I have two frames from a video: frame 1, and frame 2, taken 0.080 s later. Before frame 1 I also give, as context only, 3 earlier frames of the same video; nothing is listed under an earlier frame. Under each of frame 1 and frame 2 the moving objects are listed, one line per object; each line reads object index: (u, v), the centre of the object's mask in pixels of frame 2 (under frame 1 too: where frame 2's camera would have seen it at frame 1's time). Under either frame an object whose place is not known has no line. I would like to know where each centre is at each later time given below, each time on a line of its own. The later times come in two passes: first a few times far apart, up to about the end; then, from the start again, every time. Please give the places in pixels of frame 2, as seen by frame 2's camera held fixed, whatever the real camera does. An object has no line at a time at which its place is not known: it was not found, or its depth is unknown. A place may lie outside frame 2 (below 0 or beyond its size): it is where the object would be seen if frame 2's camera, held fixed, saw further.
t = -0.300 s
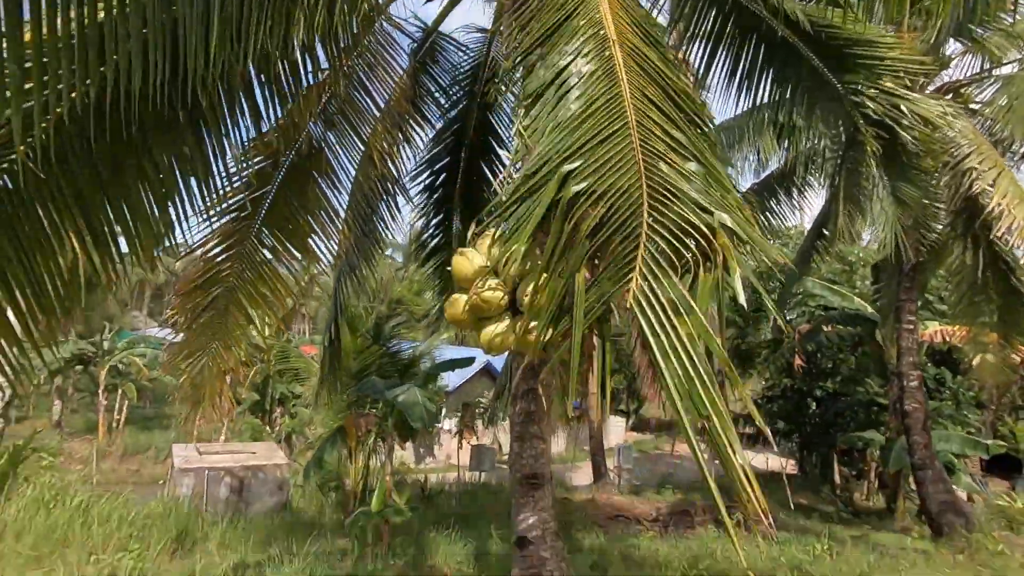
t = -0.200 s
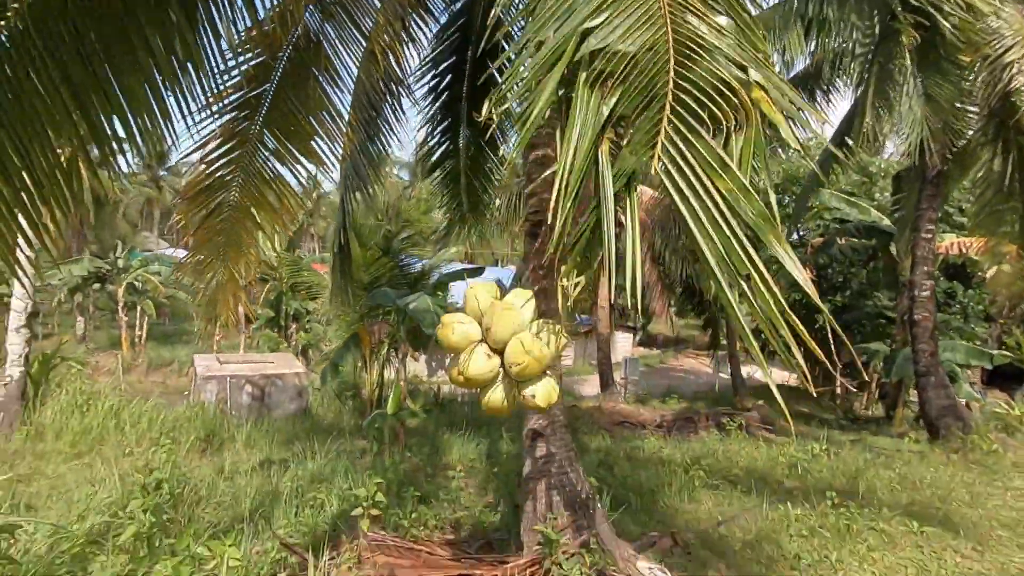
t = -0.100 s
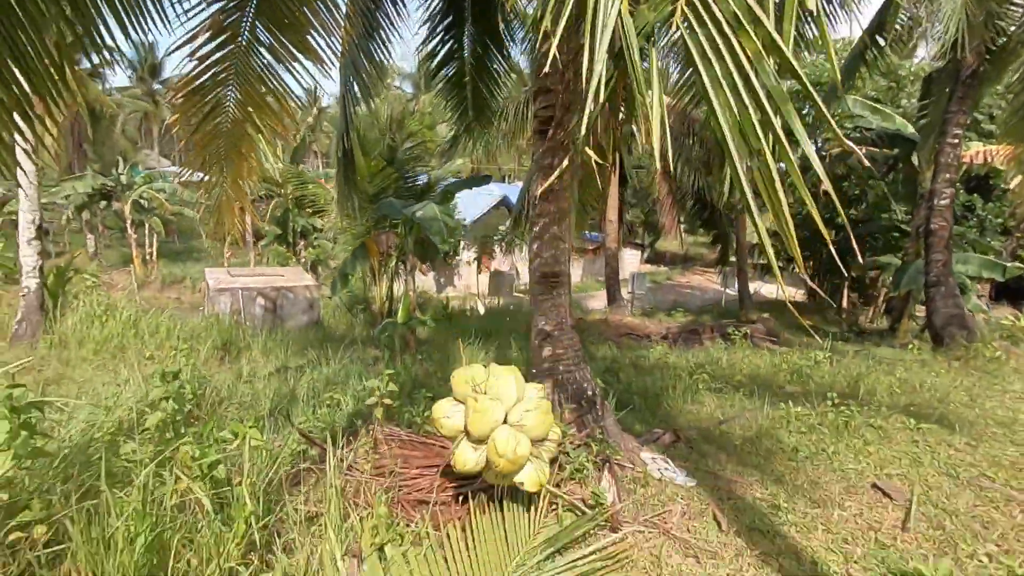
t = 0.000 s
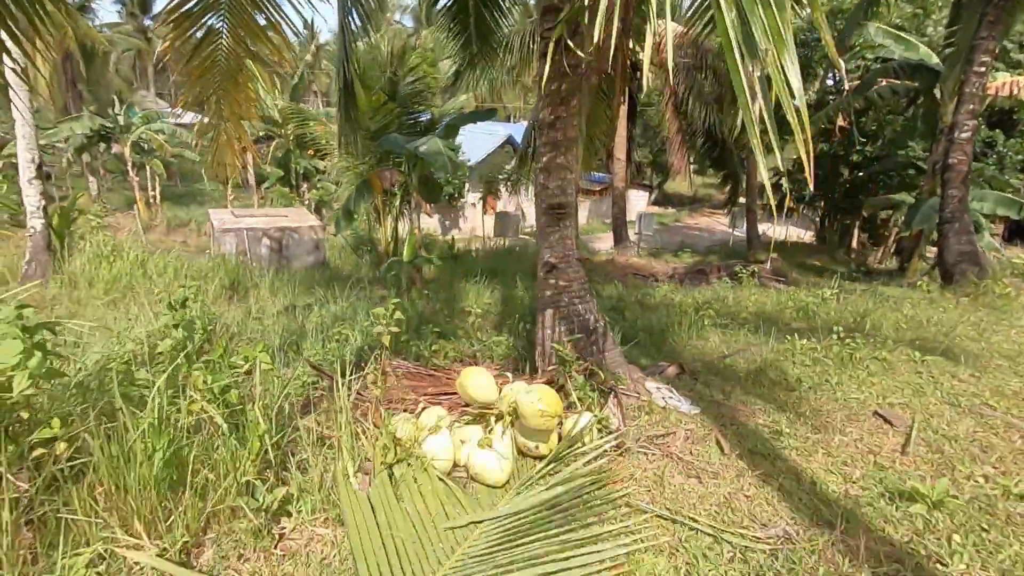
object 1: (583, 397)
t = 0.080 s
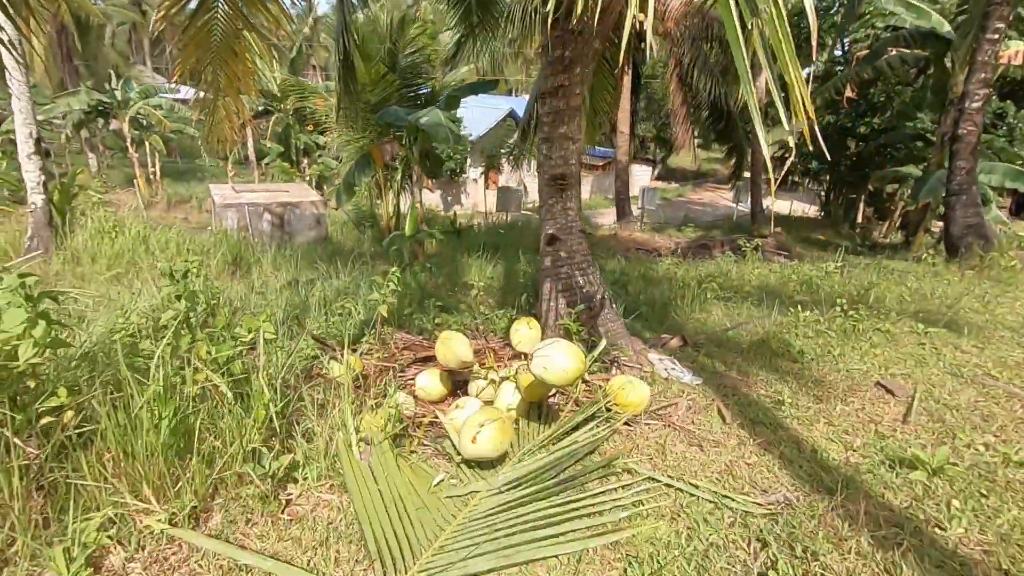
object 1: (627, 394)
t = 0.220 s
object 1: (706, 412)
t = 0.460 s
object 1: (800, 421)
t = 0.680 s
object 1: (883, 420)
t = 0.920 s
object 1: (943, 430)
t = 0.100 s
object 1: (640, 396)
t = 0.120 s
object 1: (651, 397)
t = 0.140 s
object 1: (663, 398)
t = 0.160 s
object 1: (673, 400)
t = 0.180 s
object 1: (684, 403)
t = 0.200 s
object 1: (695, 407)
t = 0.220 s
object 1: (706, 412)
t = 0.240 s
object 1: (715, 413)
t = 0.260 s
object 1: (725, 410)
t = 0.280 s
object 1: (732, 409)
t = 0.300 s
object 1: (739, 408)
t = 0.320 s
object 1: (747, 407)
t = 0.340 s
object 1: (755, 405)
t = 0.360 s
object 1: (762, 406)
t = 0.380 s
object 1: (769, 409)
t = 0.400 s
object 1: (778, 411)
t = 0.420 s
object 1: (786, 415)
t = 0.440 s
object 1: (791, 418)
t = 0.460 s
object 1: (800, 421)
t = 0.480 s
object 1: (809, 421)
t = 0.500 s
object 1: (818, 422)
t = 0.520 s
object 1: (827, 422)
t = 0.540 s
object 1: (835, 423)
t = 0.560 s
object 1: (843, 424)
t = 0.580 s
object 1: (850, 422)
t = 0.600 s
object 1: (856, 421)
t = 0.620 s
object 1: (862, 420)
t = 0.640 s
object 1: (870, 420)
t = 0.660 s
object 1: (876, 420)
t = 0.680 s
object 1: (883, 420)
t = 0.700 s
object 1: (888, 421)
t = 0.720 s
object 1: (892, 423)
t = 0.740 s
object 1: (896, 425)
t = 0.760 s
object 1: (903, 428)
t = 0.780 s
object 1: (908, 430)
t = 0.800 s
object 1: (913, 429)
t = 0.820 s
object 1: (918, 428)
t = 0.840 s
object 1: (923, 429)
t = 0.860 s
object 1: (928, 429)
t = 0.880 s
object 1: (934, 431)
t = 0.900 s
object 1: (938, 431)
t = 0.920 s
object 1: (943, 430)
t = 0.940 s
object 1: (948, 430)
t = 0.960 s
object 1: (954, 430)
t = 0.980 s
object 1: (957, 431)
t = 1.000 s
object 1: (961, 431)
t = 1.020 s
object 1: (963, 433)
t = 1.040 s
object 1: (967, 435)
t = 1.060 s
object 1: (970, 436)
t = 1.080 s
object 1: (974, 437)
